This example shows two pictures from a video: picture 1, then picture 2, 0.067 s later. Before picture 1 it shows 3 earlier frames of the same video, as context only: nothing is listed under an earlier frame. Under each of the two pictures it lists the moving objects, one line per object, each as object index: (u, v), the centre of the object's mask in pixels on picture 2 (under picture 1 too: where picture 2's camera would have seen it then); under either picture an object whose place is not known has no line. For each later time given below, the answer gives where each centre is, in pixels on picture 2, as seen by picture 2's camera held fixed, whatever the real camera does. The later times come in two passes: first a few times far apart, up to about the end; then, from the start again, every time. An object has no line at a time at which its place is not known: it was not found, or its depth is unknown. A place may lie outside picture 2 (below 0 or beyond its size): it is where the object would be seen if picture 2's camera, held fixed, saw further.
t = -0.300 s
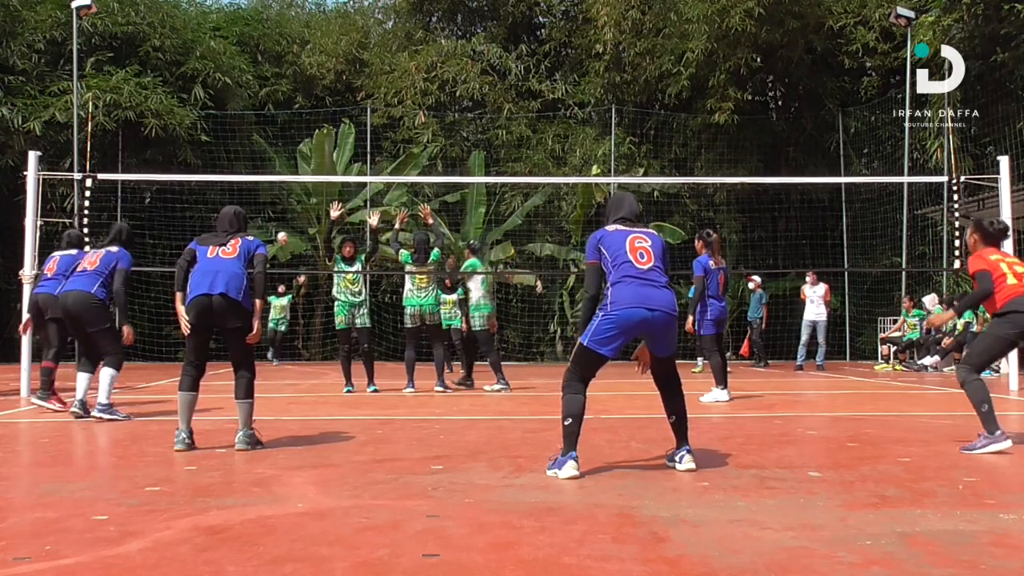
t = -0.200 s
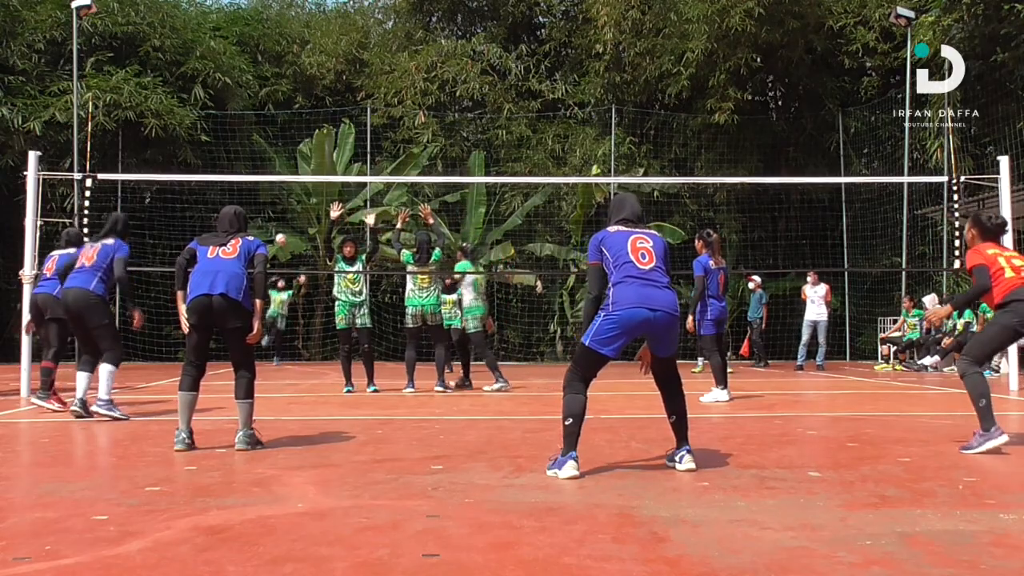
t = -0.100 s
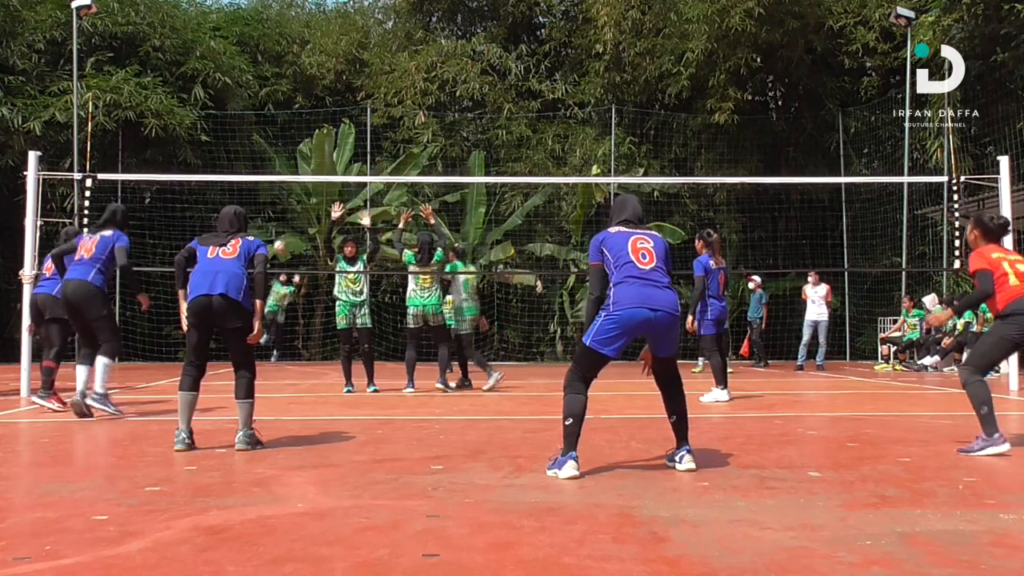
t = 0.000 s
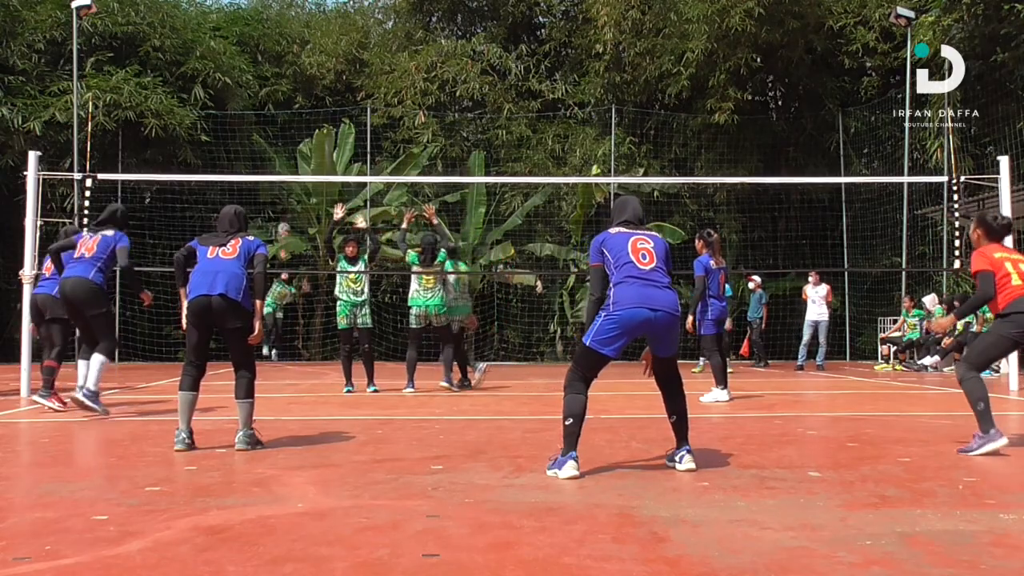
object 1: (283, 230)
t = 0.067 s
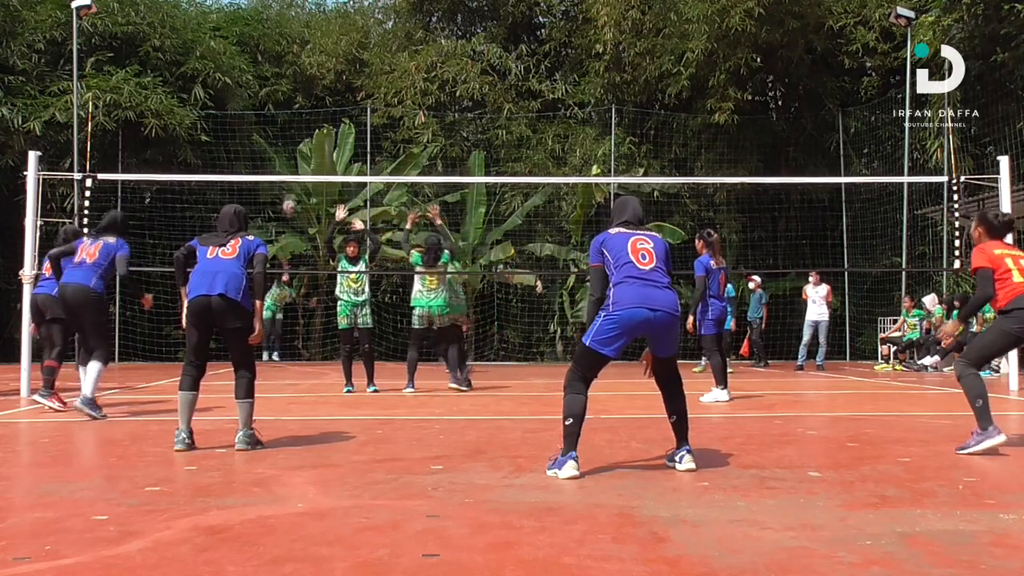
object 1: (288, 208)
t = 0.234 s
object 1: (301, 147)
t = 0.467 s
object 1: (315, 90)
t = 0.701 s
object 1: (329, 64)
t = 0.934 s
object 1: (347, 83)
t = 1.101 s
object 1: (364, 139)
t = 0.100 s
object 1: (292, 195)
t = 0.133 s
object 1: (294, 185)
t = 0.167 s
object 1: (297, 170)
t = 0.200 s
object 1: (299, 159)
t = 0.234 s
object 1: (301, 147)
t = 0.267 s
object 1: (304, 137)
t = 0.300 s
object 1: (306, 130)
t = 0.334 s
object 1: (308, 120)
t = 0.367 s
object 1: (310, 111)
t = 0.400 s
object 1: (312, 104)
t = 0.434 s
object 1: (314, 96)
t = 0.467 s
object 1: (315, 90)
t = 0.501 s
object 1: (317, 85)
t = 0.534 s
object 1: (319, 79)
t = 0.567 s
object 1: (321, 74)
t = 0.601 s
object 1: (323, 71)
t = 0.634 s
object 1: (325, 67)
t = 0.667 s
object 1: (327, 66)
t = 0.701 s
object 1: (329, 64)
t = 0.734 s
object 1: (331, 64)
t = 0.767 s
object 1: (334, 65)
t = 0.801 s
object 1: (336, 66)
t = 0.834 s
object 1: (338, 68)
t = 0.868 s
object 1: (341, 72)
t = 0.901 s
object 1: (344, 77)
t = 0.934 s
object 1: (347, 83)
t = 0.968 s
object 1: (350, 91)
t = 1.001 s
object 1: (352, 99)
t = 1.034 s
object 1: (355, 110)
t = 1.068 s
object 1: (359, 124)
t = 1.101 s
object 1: (364, 139)
